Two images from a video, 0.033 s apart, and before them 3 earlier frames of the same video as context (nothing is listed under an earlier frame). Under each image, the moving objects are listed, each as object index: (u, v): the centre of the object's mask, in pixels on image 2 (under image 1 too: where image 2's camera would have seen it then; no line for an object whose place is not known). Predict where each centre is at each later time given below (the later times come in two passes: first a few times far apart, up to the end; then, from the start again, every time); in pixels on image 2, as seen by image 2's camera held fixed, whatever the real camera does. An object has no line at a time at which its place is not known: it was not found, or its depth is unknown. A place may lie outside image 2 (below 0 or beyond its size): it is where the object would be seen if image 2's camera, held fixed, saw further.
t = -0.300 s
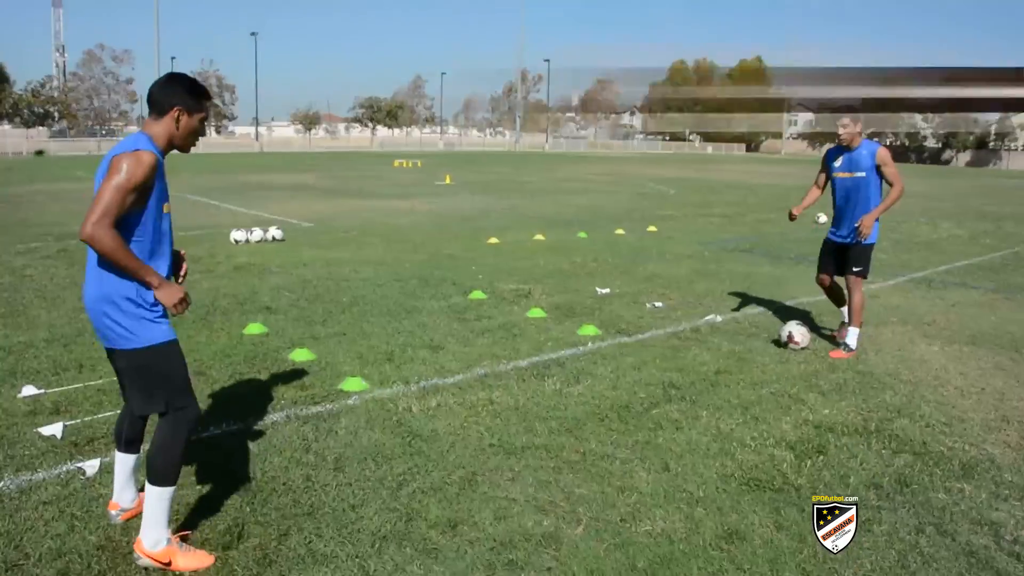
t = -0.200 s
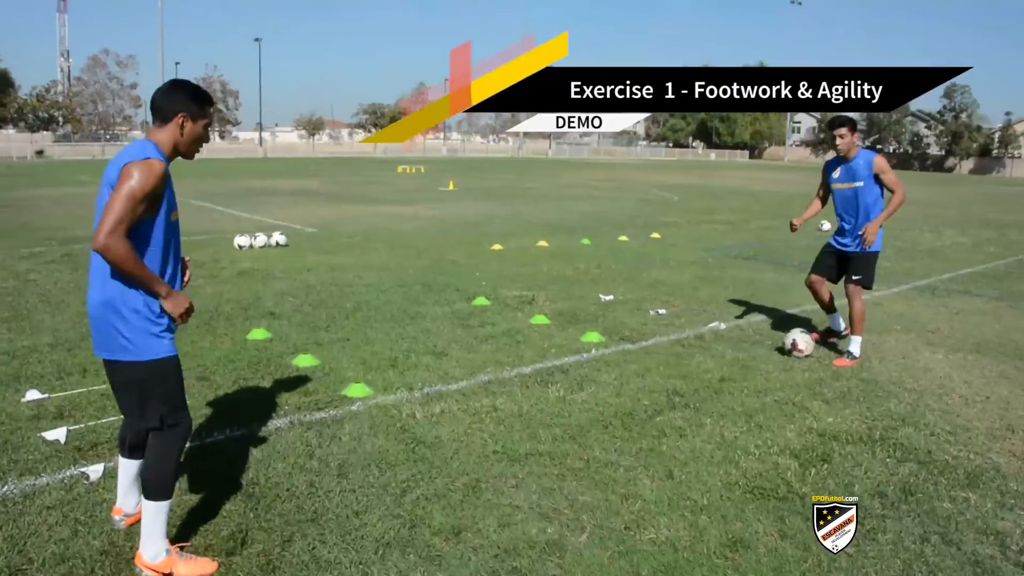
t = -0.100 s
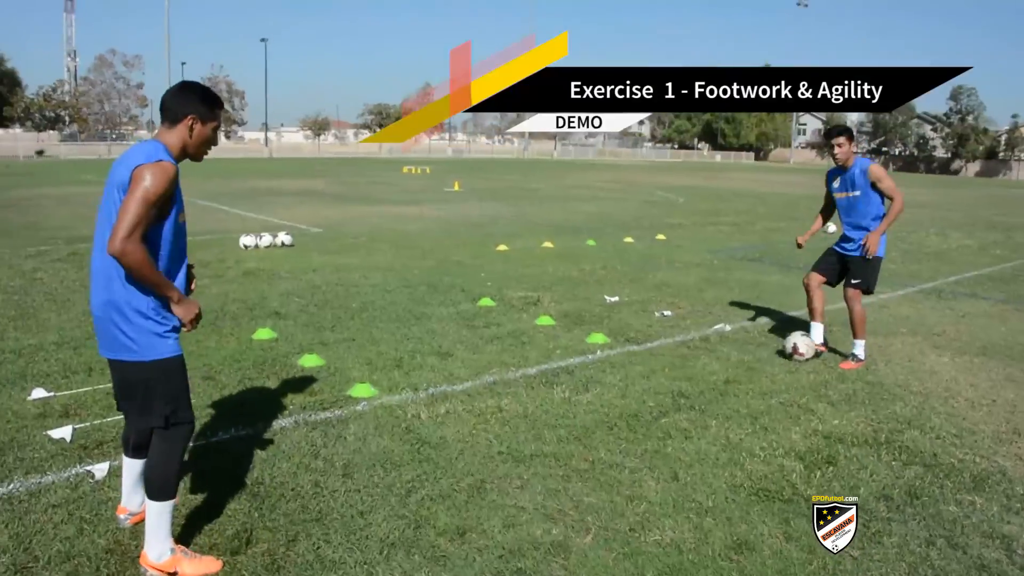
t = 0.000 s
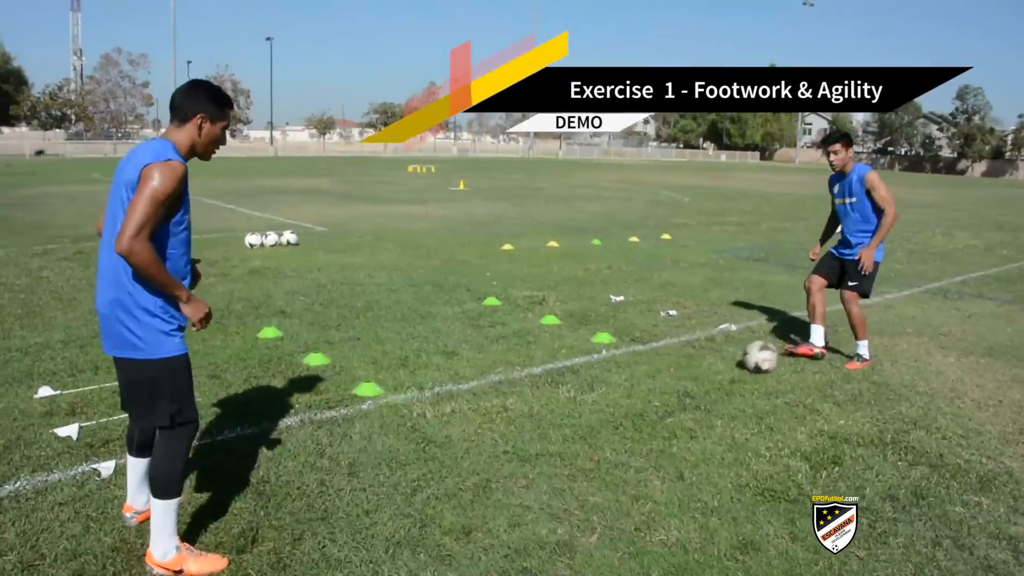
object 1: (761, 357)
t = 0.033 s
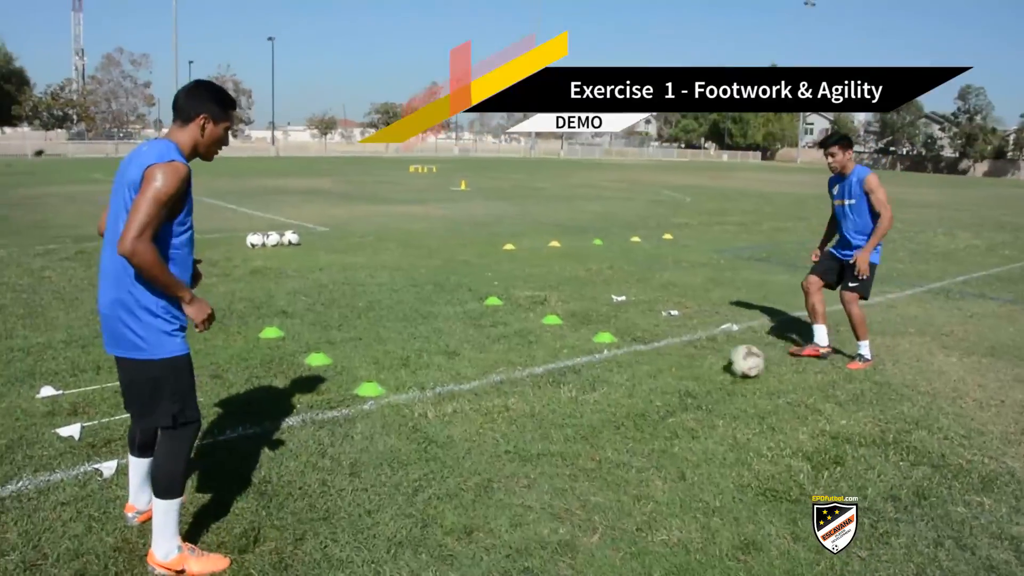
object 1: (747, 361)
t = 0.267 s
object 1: (646, 388)
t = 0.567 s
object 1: (520, 424)
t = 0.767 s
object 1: (427, 449)
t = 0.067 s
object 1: (732, 366)
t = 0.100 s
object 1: (716, 371)
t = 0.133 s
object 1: (702, 375)
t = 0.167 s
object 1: (688, 377)
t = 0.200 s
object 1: (674, 381)
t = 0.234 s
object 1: (660, 385)
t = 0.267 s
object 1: (646, 388)
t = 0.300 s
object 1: (632, 392)
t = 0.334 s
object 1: (618, 397)
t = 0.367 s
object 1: (604, 402)
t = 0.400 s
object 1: (591, 405)
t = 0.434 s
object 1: (577, 407)
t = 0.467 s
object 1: (564, 410)
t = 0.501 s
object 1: (550, 413)
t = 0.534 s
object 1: (534, 418)
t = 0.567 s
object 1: (520, 424)
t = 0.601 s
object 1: (505, 429)
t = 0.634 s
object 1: (490, 432)
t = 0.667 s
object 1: (475, 435)
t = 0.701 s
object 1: (459, 438)
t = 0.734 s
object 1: (443, 444)
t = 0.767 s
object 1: (427, 449)
